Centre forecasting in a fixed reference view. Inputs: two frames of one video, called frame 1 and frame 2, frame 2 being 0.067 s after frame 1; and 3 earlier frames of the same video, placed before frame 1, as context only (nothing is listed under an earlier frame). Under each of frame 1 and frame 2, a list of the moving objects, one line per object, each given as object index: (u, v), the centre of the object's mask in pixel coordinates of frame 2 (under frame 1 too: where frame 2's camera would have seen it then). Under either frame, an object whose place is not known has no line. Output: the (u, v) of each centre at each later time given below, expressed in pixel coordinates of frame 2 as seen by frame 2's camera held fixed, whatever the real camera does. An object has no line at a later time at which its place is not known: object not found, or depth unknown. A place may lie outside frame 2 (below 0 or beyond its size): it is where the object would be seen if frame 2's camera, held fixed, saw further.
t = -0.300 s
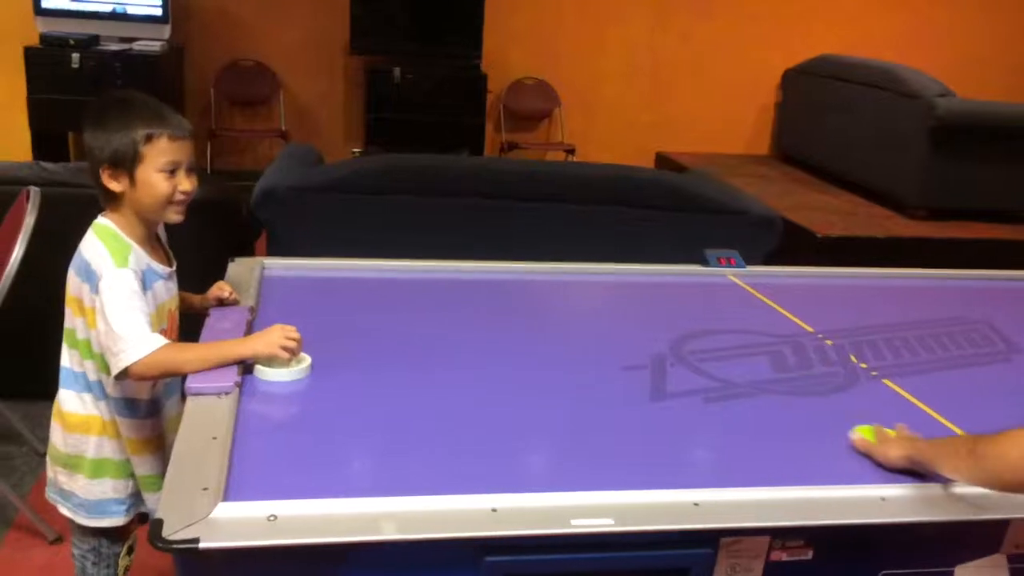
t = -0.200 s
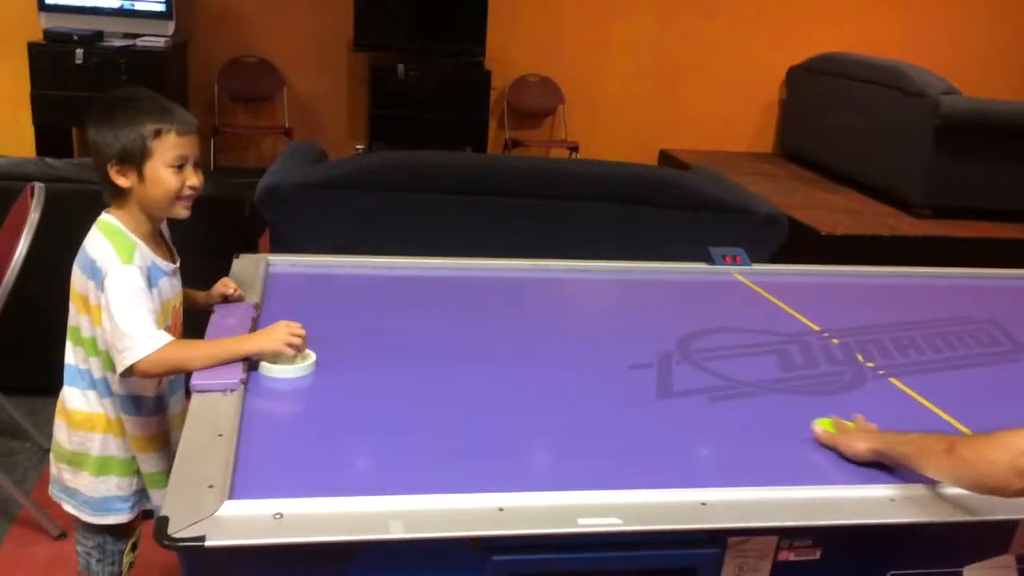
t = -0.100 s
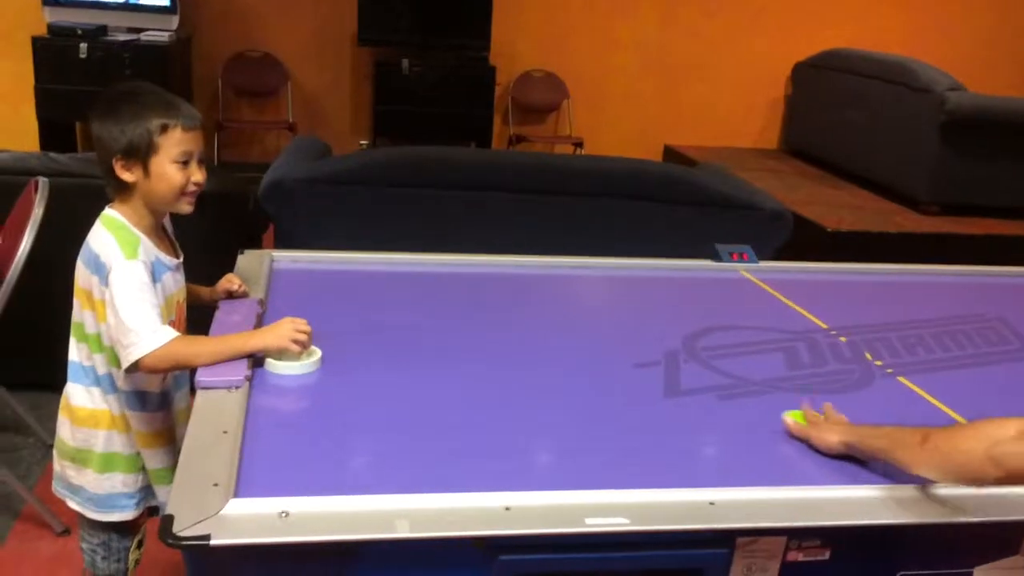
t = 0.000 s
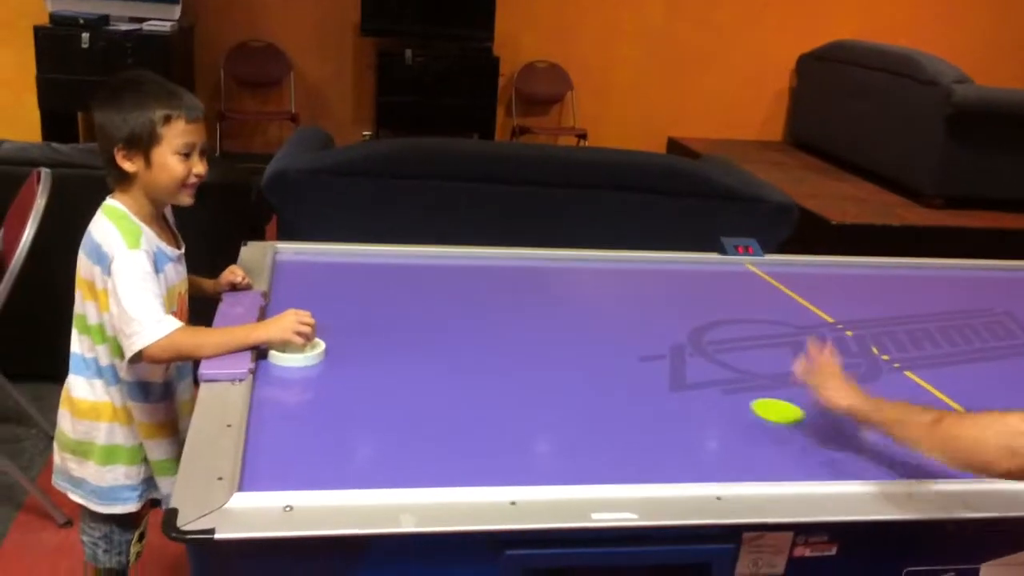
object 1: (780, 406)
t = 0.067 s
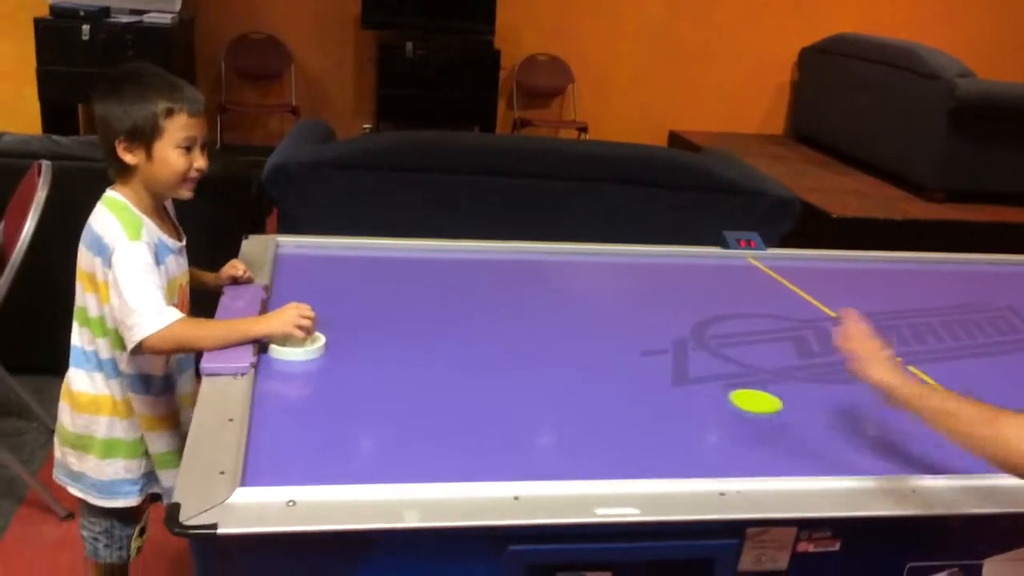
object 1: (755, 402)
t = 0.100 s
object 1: (743, 399)
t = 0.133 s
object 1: (731, 397)
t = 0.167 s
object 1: (718, 395)
